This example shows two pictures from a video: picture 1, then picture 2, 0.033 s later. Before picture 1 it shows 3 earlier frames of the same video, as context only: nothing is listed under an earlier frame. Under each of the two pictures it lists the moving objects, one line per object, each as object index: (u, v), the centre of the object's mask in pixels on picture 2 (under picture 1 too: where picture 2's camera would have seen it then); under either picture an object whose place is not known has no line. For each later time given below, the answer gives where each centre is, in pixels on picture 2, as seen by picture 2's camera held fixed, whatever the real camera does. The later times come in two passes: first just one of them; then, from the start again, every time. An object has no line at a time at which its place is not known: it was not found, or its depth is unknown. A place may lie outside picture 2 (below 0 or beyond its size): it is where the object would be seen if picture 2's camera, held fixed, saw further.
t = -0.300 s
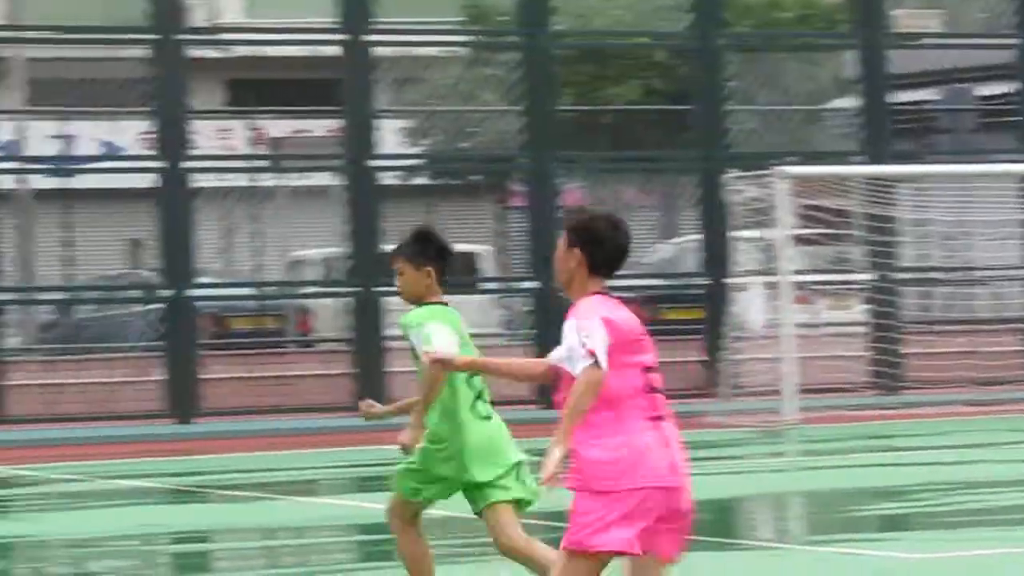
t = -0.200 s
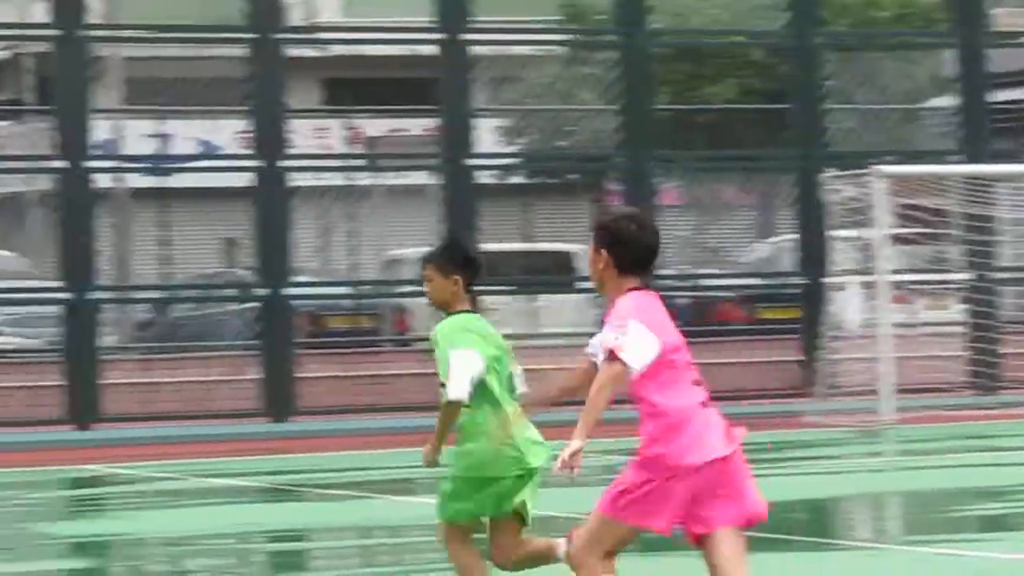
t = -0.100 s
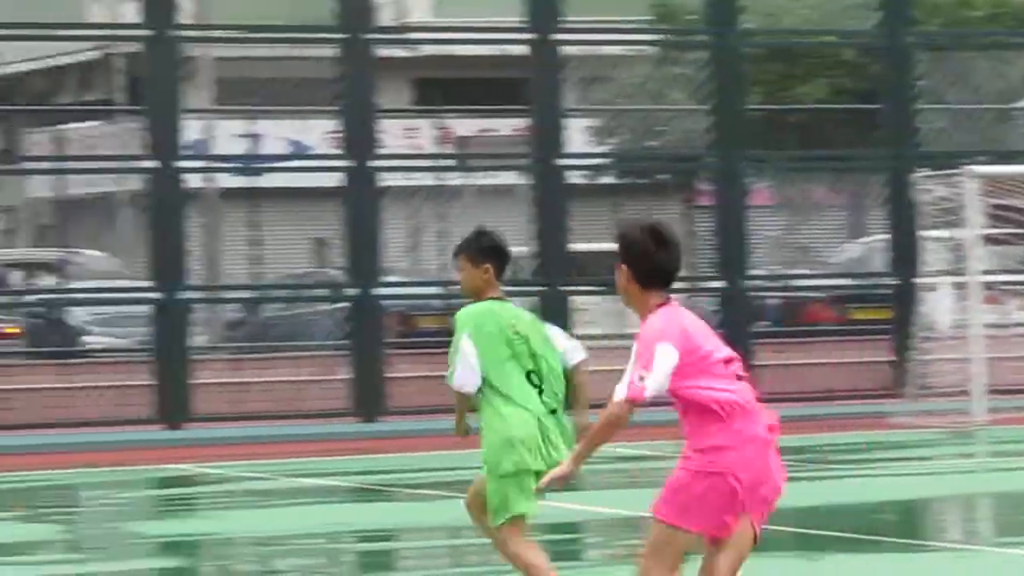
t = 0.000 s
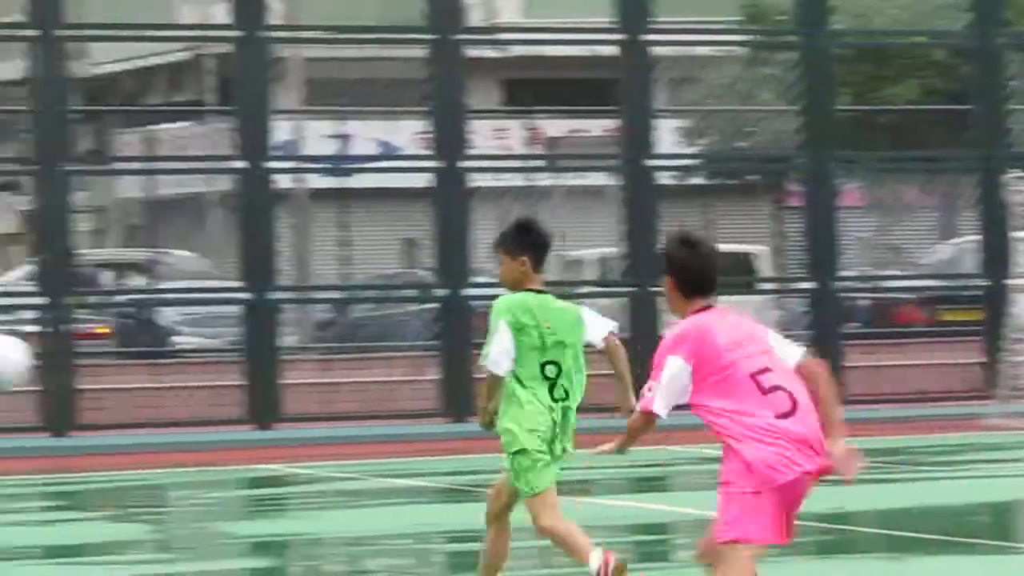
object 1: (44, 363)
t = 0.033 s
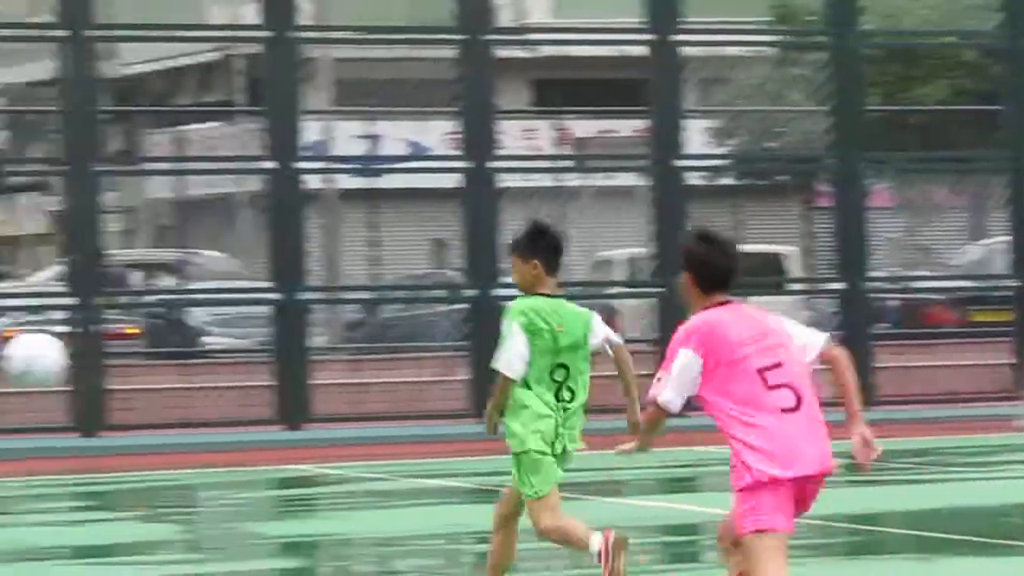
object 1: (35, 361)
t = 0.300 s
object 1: (83, 444)
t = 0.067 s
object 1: (41, 361)
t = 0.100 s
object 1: (46, 364)
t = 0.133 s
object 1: (52, 371)
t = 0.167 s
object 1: (59, 380)
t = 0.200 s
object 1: (66, 393)
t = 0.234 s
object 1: (71, 407)
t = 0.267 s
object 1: (77, 421)
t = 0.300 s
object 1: (83, 444)
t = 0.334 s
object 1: (89, 464)
